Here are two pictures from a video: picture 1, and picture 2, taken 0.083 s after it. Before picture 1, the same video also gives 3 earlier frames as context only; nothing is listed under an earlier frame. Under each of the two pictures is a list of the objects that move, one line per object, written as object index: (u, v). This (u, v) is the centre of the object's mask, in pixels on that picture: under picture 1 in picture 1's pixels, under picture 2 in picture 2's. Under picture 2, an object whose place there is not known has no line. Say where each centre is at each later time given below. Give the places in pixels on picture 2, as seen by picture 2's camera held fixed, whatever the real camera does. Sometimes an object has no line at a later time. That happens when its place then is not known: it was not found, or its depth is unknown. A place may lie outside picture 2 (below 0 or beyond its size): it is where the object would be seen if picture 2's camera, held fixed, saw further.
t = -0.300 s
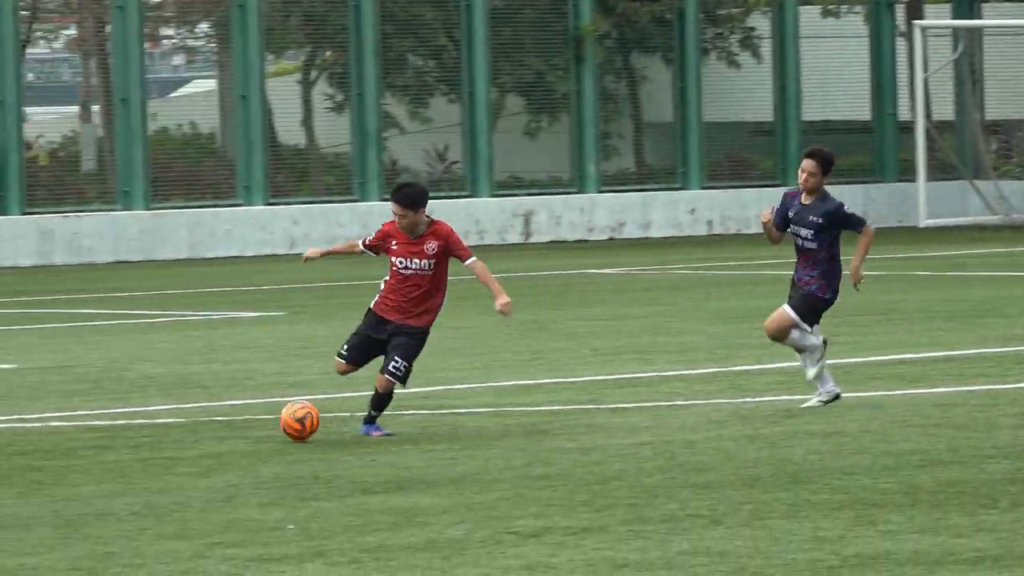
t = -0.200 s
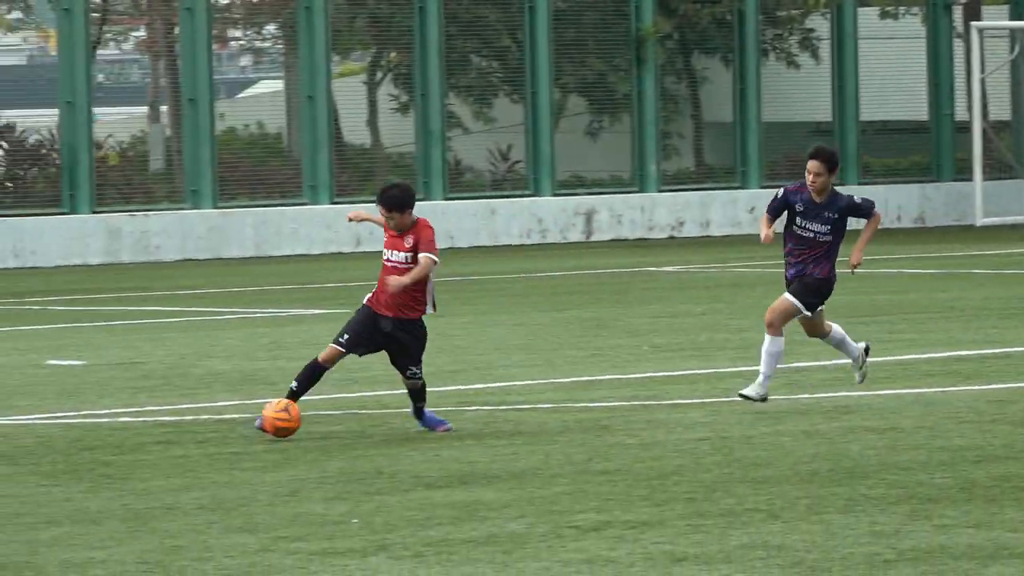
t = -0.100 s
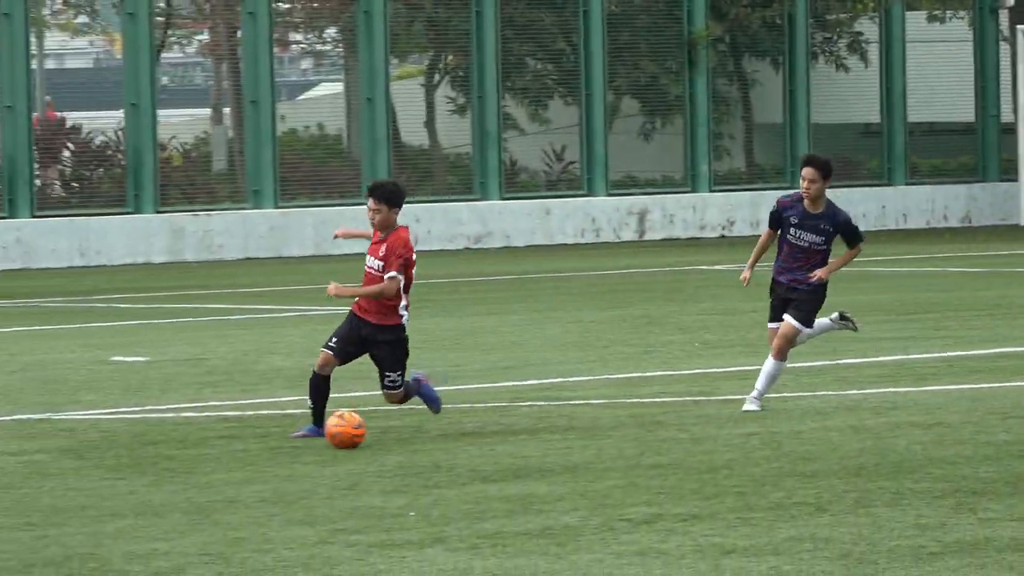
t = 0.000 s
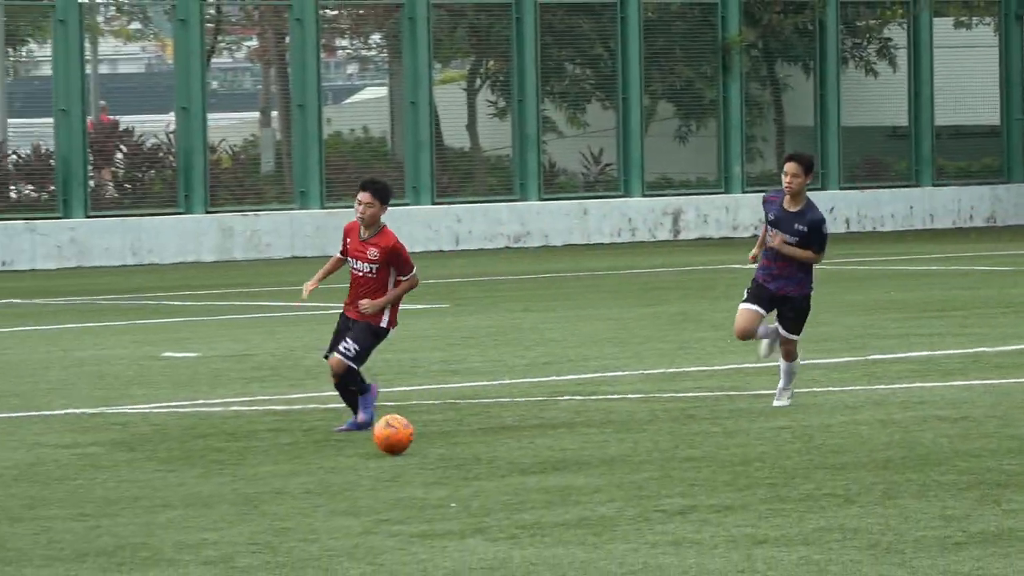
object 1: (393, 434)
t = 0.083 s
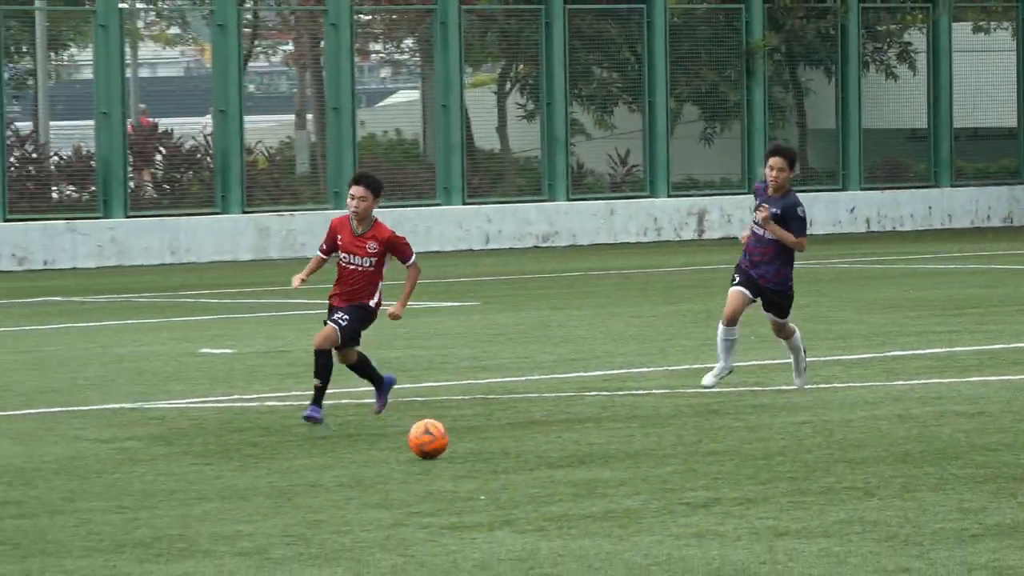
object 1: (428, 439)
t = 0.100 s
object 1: (429, 441)
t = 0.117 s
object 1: (431, 443)
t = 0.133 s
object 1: (432, 446)
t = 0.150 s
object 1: (433, 448)
